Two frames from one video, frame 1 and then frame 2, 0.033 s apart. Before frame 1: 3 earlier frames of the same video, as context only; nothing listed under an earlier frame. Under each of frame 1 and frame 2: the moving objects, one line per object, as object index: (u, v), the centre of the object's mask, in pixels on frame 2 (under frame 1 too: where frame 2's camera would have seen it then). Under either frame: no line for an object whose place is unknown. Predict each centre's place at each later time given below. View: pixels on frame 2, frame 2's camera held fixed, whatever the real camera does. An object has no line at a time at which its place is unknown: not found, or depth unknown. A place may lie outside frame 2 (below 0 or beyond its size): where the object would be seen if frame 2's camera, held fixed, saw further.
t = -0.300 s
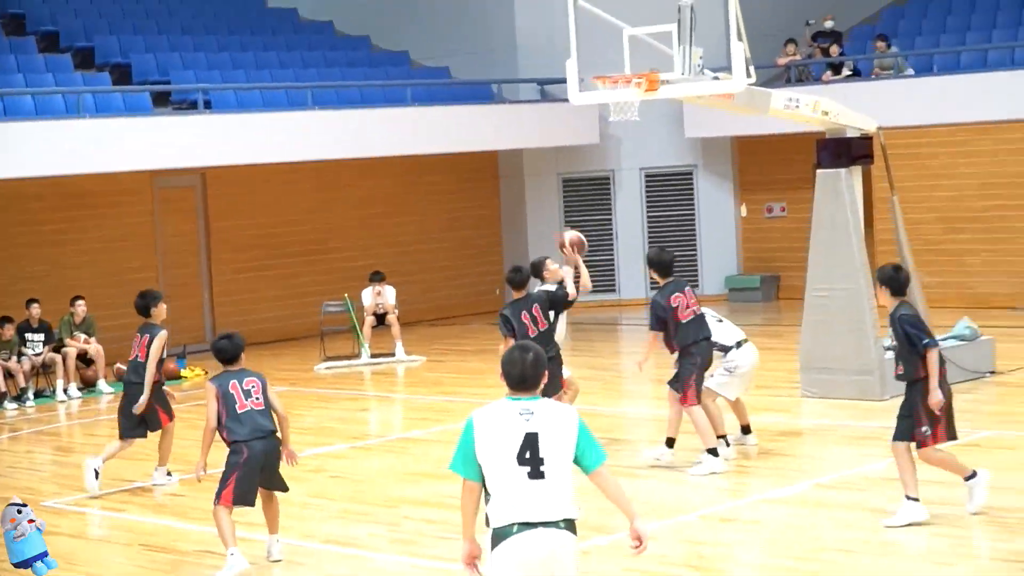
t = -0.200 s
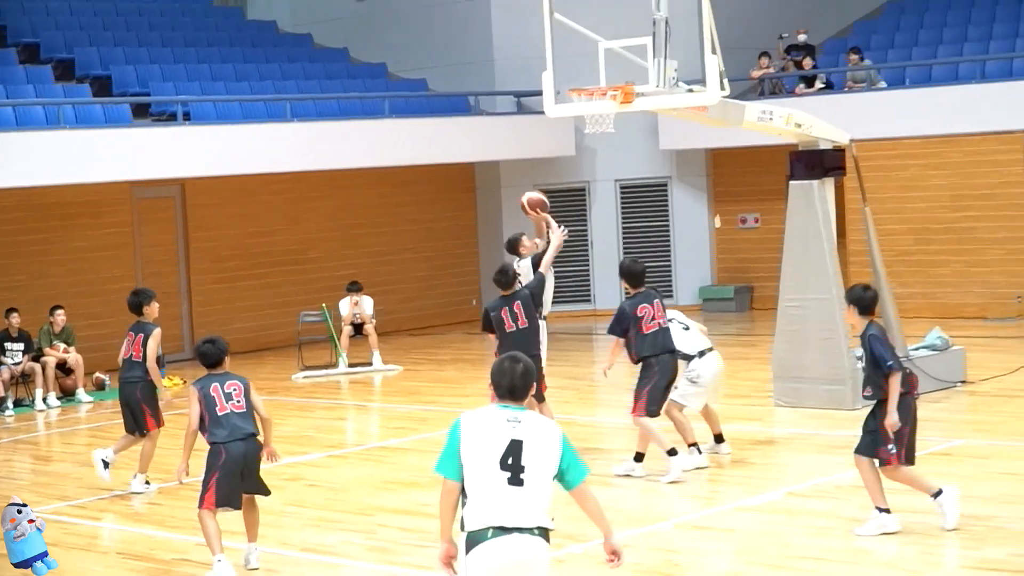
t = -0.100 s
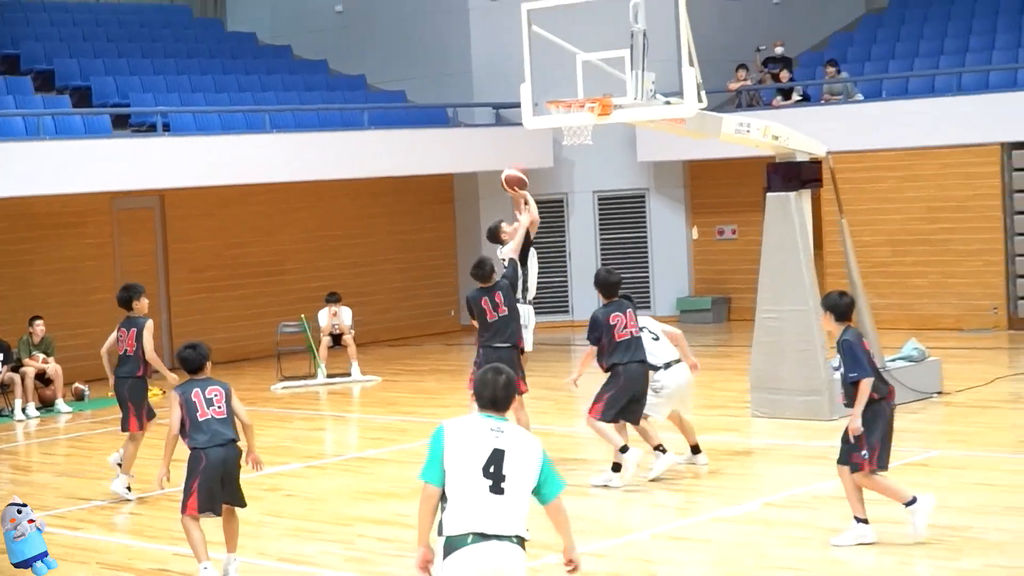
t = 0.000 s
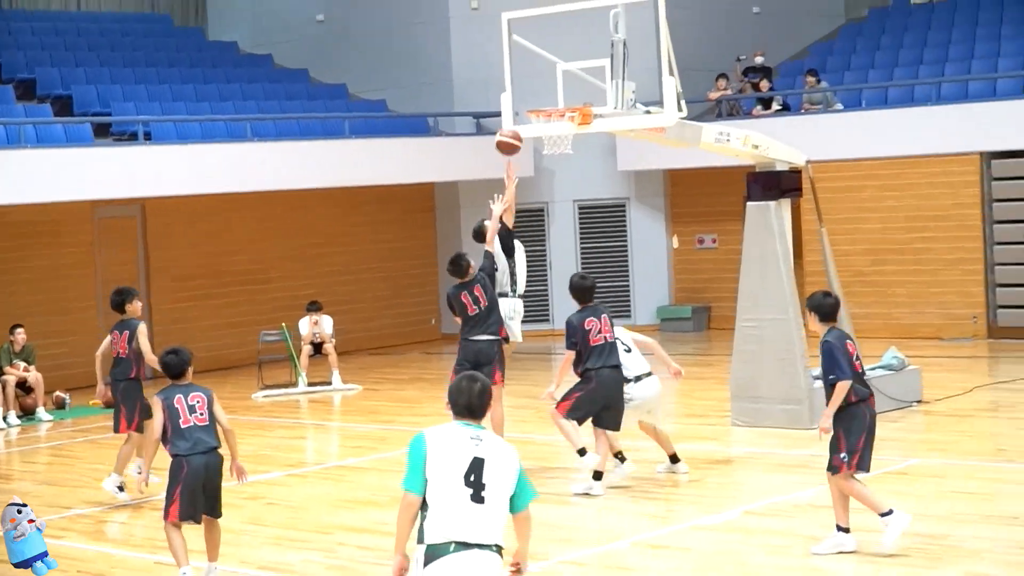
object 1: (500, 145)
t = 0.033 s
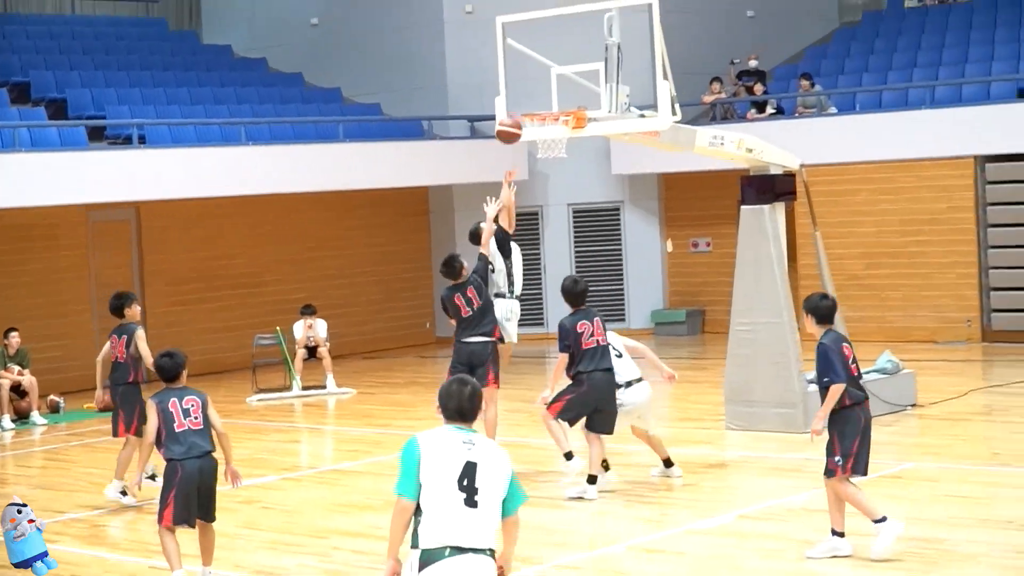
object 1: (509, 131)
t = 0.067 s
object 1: (517, 117)
